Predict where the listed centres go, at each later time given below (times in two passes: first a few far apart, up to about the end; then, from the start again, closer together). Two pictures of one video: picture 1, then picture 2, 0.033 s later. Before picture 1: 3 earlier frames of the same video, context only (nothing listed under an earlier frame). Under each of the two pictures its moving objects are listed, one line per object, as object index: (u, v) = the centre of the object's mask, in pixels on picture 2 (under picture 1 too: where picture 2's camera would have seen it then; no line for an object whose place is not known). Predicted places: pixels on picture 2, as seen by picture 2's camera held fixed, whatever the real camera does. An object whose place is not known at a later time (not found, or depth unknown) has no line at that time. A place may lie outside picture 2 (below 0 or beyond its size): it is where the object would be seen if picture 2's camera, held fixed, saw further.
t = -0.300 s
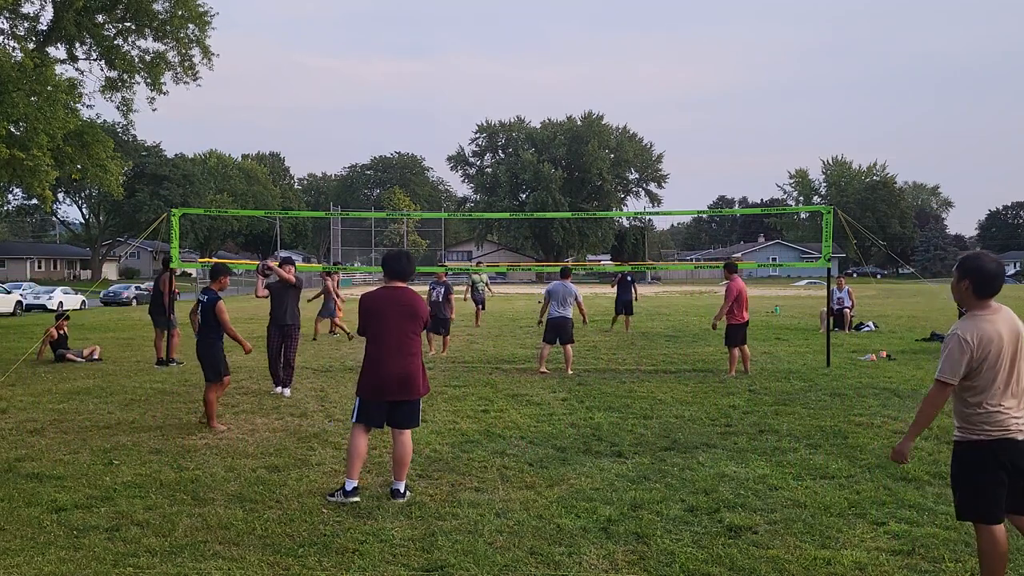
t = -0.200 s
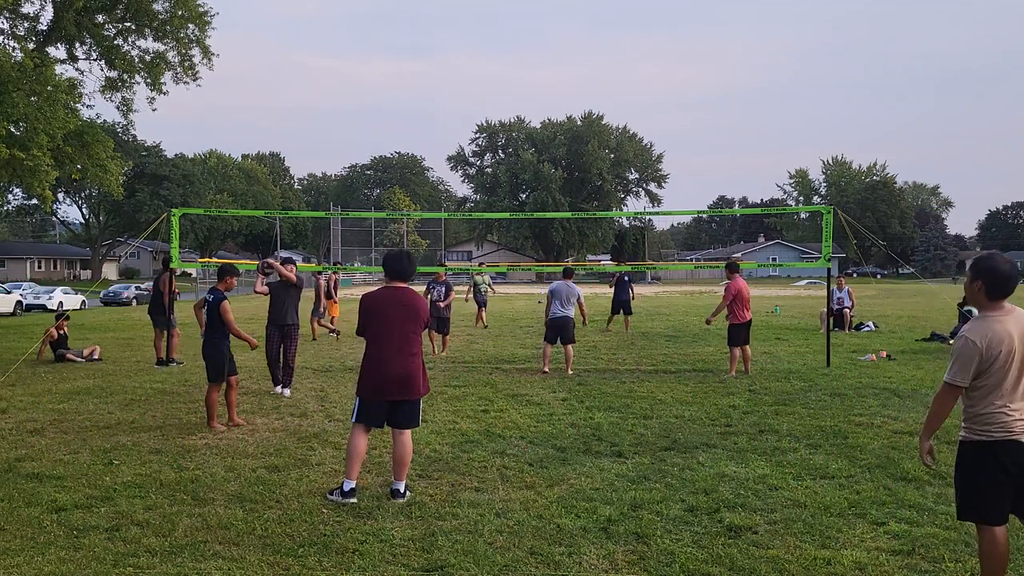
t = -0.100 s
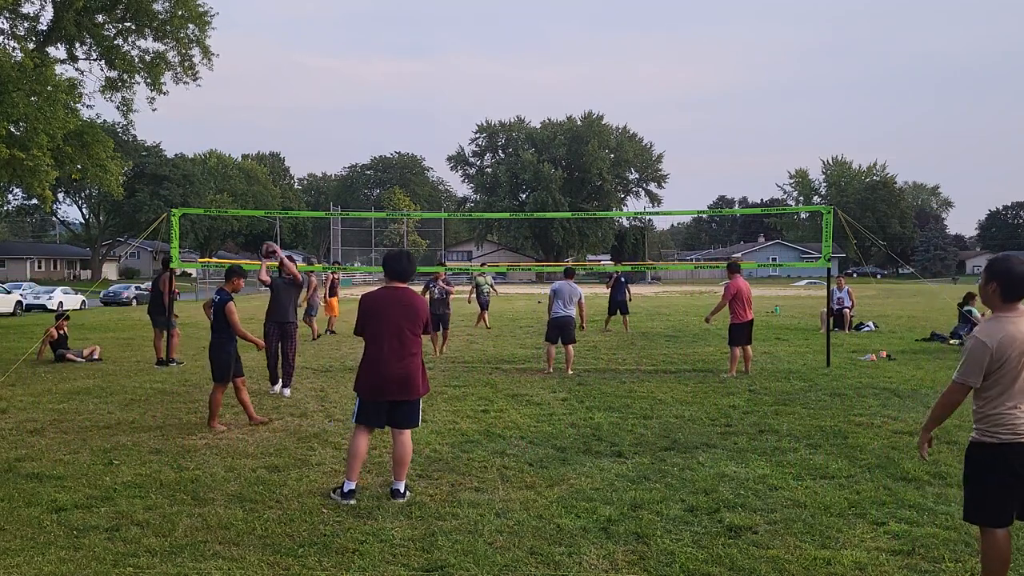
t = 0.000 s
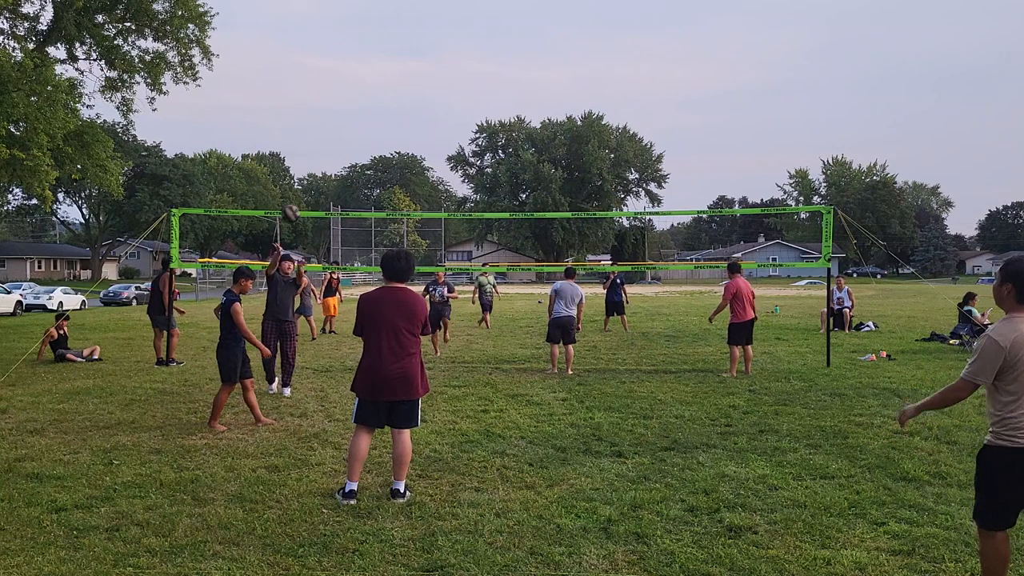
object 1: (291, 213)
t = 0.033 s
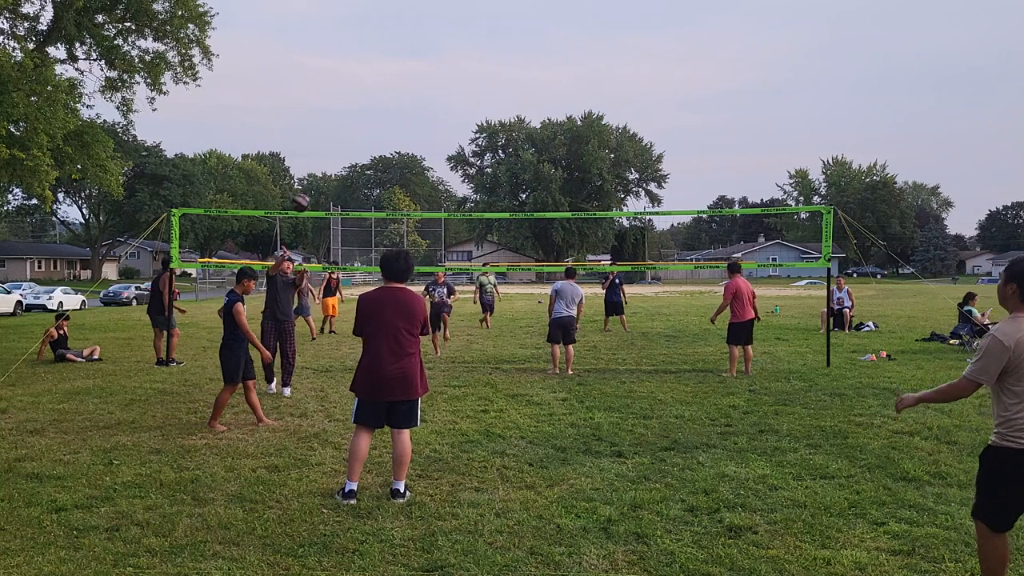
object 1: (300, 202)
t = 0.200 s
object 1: (353, 158)
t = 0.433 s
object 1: (449, 127)
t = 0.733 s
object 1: (638, 185)
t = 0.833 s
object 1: (728, 246)
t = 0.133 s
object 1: (330, 174)
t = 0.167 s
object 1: (341, 165)
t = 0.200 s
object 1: (353, 158)
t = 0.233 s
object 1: (365, 150)
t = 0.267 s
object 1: (377, 144)
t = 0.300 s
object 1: (391, 139)
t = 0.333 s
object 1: (404, 135)
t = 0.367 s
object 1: (418, 131)
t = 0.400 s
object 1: (433, 129)
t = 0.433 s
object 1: (449, 127)
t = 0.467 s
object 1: (465, 127)
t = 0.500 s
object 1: (483, 129)
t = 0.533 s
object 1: (501, 131)
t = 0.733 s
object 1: (638, 185)
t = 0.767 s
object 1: (665, 203)
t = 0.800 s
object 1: (697, 224)
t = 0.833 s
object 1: (728, 246)
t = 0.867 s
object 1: (762, 275)
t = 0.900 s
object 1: (800, 307)
